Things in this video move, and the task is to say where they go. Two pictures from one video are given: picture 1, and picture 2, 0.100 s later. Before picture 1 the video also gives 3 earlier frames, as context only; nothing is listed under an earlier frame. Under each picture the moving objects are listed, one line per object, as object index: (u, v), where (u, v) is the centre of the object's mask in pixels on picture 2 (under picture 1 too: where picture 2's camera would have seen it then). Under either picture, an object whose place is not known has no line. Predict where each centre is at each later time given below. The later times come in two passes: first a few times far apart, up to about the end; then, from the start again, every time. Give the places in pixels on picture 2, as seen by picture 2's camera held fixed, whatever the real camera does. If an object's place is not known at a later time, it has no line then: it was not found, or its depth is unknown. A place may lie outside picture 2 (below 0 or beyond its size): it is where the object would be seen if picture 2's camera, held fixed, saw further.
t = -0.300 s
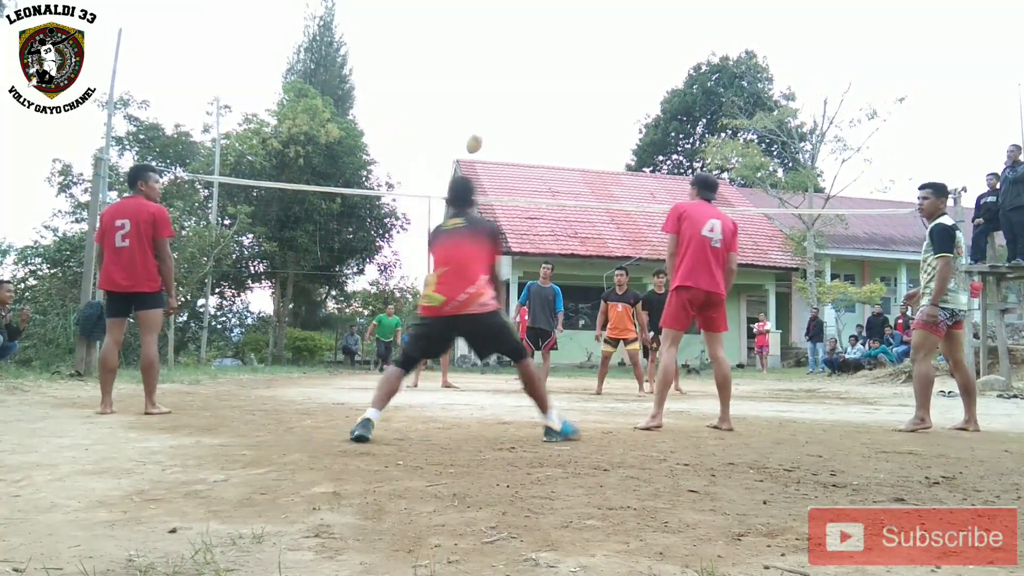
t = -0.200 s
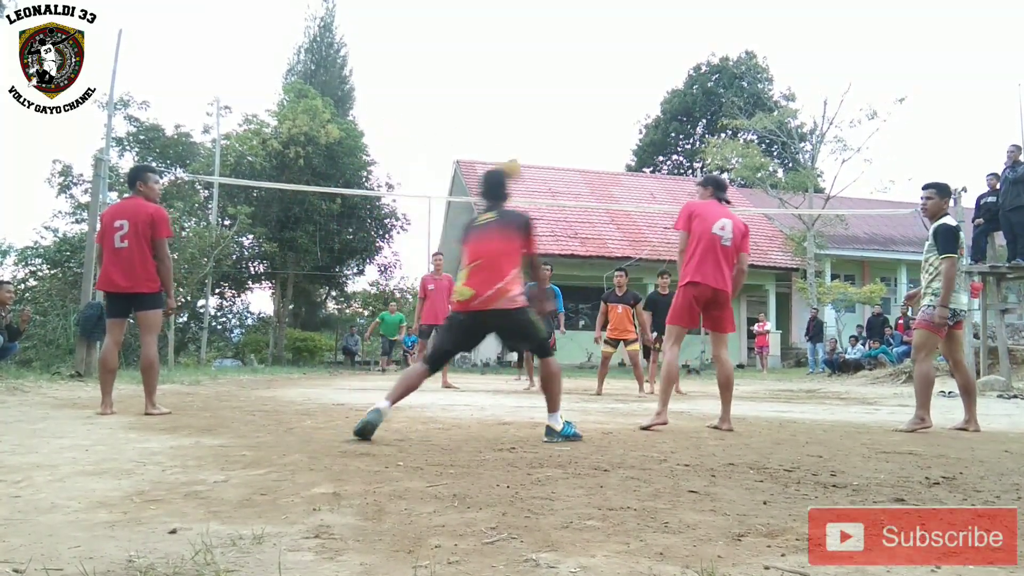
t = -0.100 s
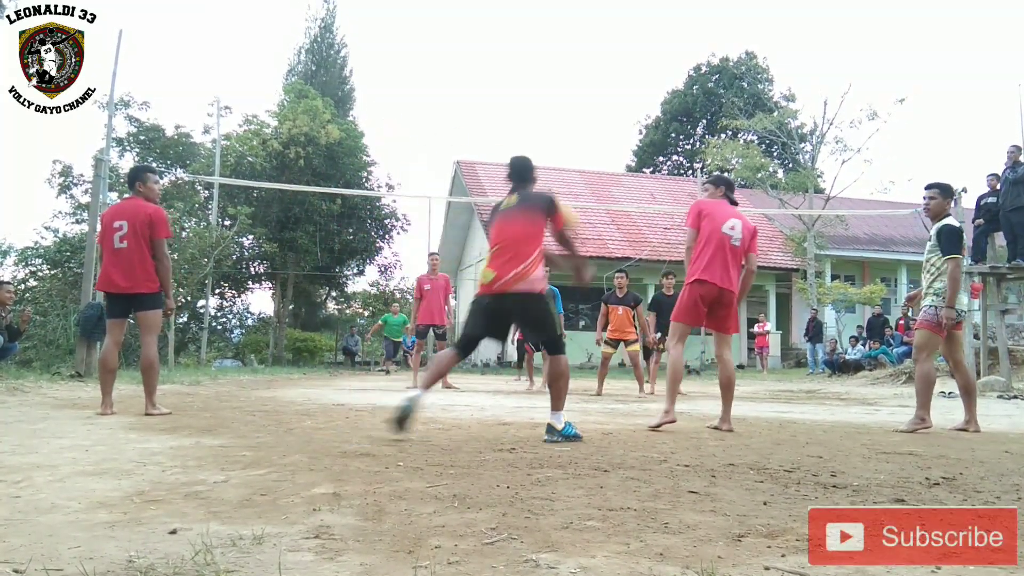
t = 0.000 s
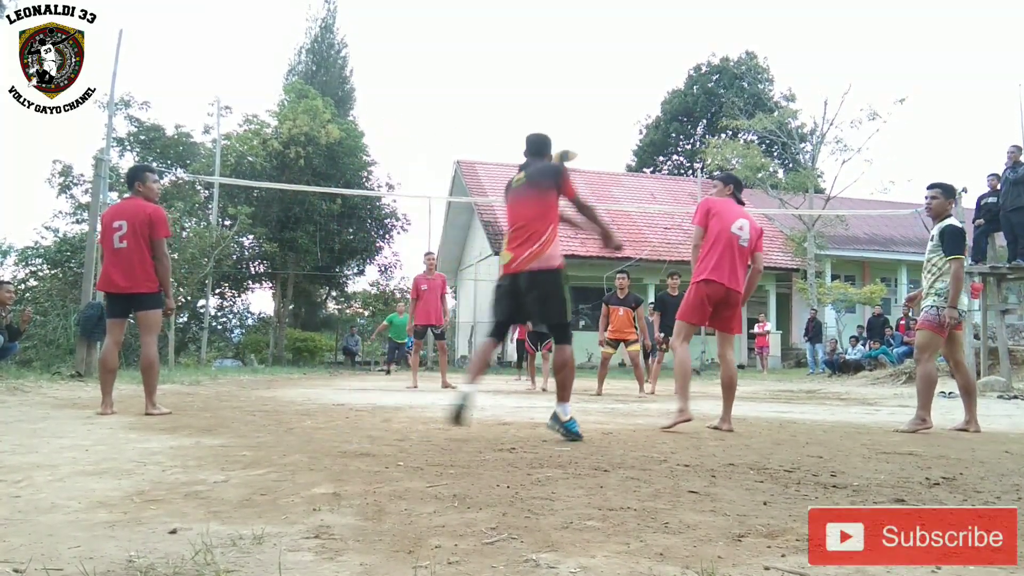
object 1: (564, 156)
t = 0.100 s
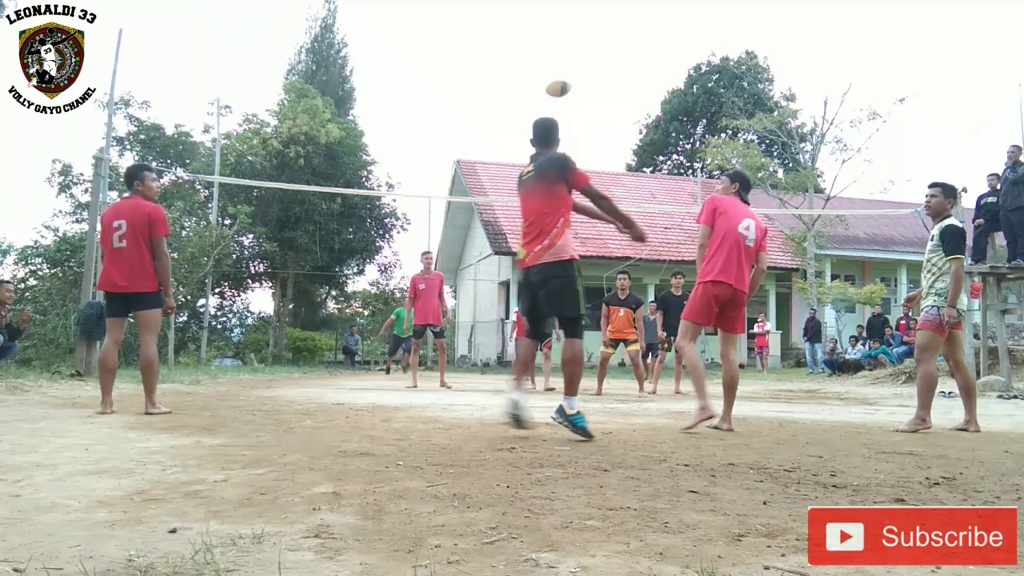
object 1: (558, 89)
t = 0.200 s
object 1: (552, 46)
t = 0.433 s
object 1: (537, 11)
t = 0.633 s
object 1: (527, 32)
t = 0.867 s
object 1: (517, 94)
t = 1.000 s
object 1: (511, 144)
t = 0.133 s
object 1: (556, 72)
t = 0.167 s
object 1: (554, 58)
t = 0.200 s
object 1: (552, 46)
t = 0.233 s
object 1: (550, 35)
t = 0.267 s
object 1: (548, 27)
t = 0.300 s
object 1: (546, 21)
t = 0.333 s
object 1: (544, 16)
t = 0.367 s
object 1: (541, 13)
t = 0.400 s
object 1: (539, 11)
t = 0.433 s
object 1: (537, 11)
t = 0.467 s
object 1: (535, 12)
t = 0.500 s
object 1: (533, 14)
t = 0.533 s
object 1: (532, 17)
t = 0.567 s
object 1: (530, 21)
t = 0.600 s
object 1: (529, 26)
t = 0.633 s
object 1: (527, 32)
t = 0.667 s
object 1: (525, 38)
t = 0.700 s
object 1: (524, 46)
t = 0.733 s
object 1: (522, 54)
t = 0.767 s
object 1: (521, 63)
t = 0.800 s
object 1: (520, 73)
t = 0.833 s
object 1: (518, 83)
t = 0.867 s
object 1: (517, 94)
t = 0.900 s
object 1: (515, 106)
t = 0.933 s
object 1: (514, 118)
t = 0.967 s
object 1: (513, 131)
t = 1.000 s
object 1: (511, 144)
